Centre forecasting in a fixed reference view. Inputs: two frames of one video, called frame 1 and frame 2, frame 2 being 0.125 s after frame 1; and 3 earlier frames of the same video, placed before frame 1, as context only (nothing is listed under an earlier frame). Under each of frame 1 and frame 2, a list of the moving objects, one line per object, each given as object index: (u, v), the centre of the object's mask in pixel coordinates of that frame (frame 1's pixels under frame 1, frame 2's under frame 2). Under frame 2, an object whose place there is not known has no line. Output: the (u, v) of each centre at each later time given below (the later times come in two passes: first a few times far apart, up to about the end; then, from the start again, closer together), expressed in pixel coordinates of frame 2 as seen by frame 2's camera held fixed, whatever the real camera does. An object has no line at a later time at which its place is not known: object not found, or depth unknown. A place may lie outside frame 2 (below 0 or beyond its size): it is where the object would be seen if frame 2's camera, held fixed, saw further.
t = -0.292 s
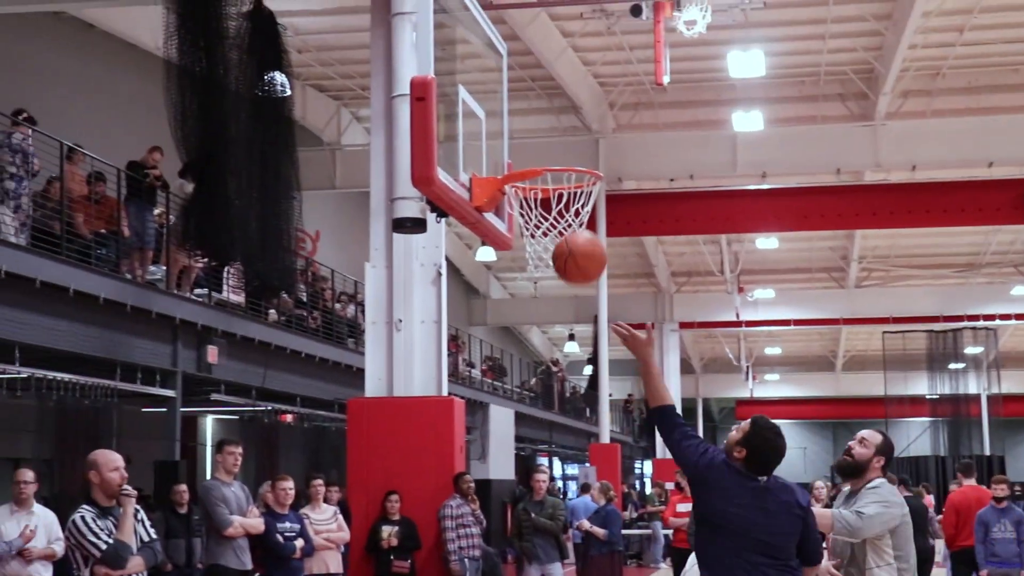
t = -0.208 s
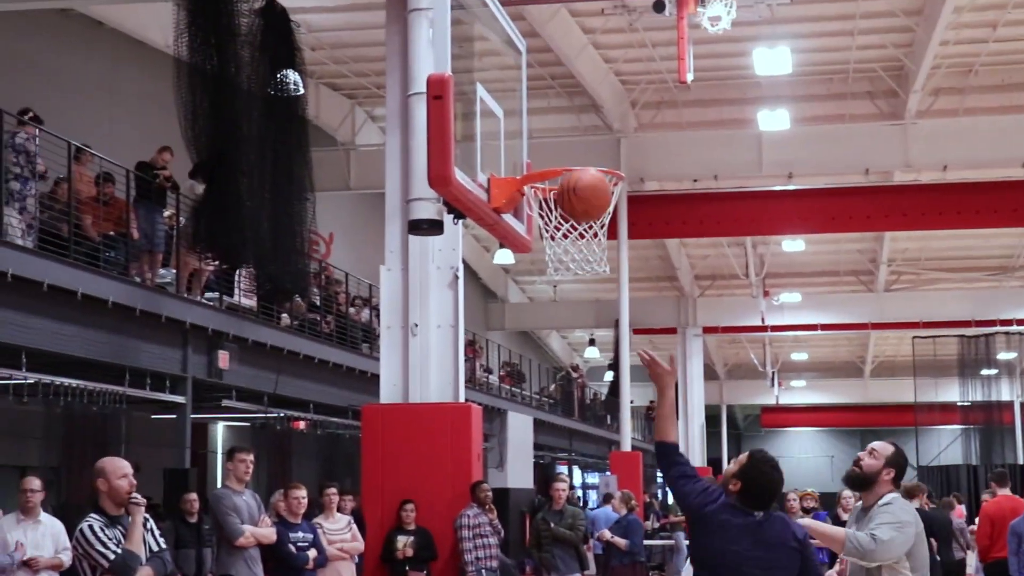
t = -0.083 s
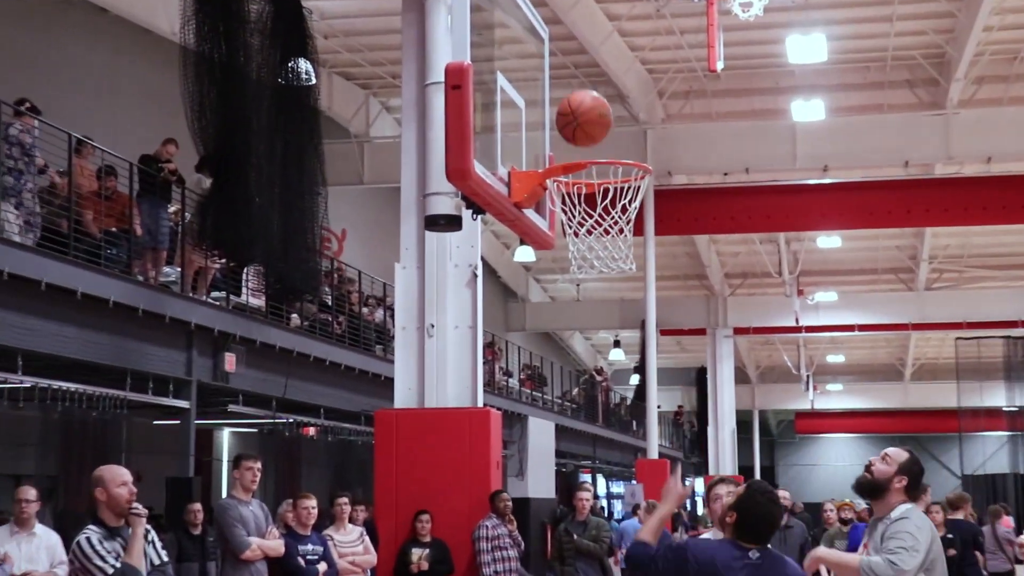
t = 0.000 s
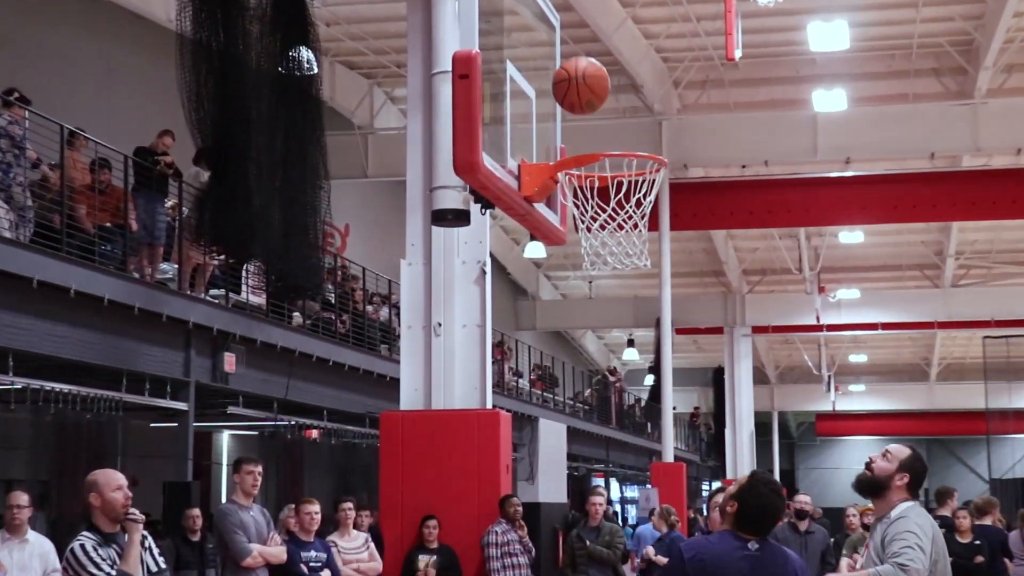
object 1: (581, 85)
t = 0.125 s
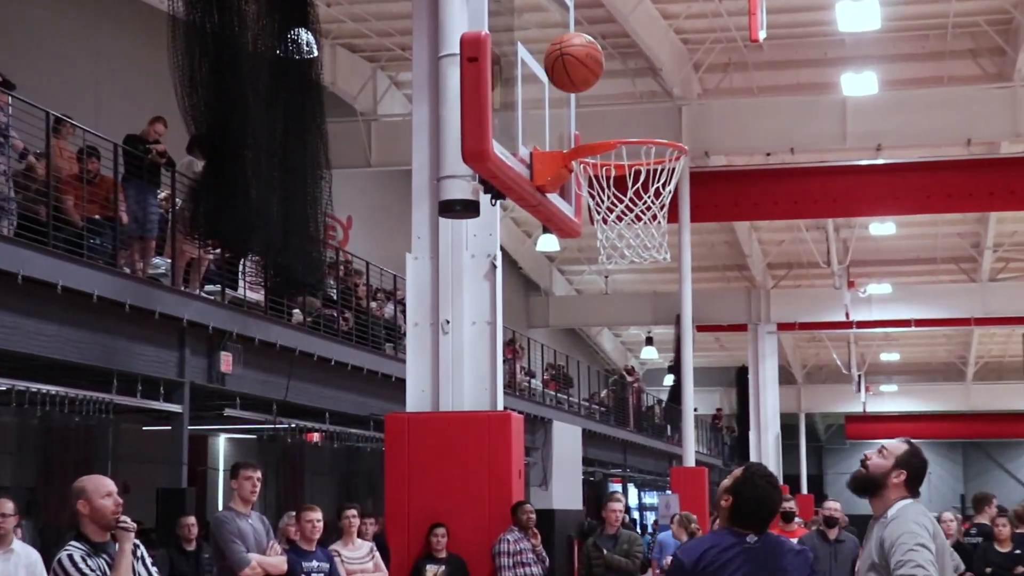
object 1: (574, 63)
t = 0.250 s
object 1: (566, 84)
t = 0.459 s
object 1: (612, 140)
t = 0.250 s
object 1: (566, 84)
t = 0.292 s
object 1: (574, 87)
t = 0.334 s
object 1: (585, 98)
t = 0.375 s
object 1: (592, 109)
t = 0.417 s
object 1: (603, 122)
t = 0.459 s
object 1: (612, 140)
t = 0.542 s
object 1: (628, 195)
